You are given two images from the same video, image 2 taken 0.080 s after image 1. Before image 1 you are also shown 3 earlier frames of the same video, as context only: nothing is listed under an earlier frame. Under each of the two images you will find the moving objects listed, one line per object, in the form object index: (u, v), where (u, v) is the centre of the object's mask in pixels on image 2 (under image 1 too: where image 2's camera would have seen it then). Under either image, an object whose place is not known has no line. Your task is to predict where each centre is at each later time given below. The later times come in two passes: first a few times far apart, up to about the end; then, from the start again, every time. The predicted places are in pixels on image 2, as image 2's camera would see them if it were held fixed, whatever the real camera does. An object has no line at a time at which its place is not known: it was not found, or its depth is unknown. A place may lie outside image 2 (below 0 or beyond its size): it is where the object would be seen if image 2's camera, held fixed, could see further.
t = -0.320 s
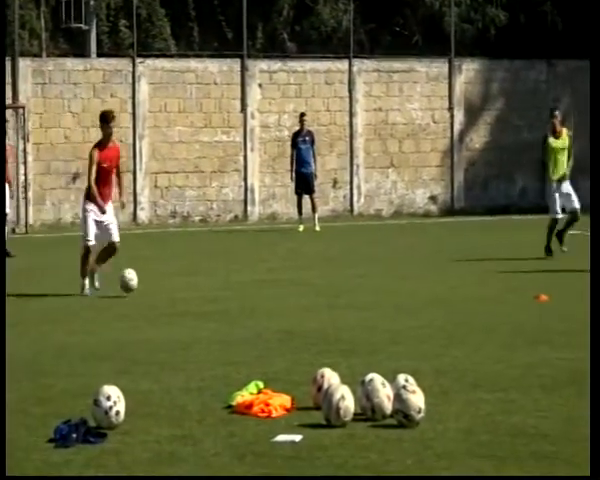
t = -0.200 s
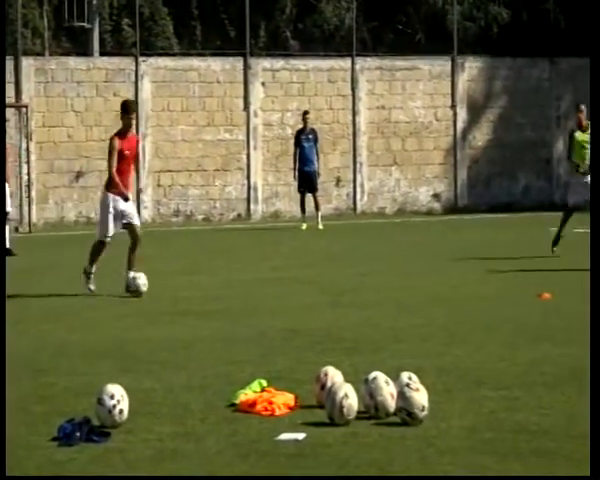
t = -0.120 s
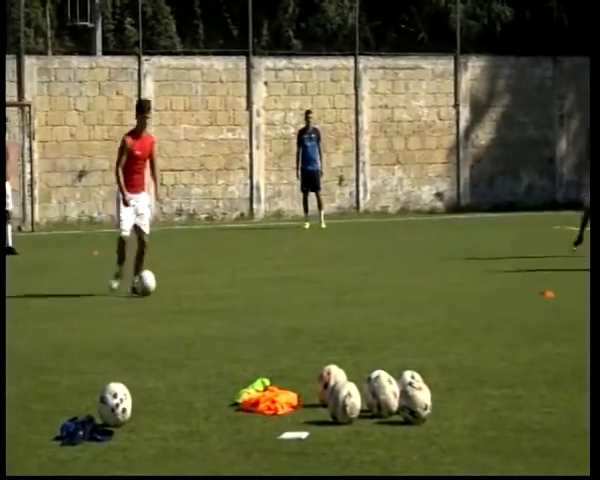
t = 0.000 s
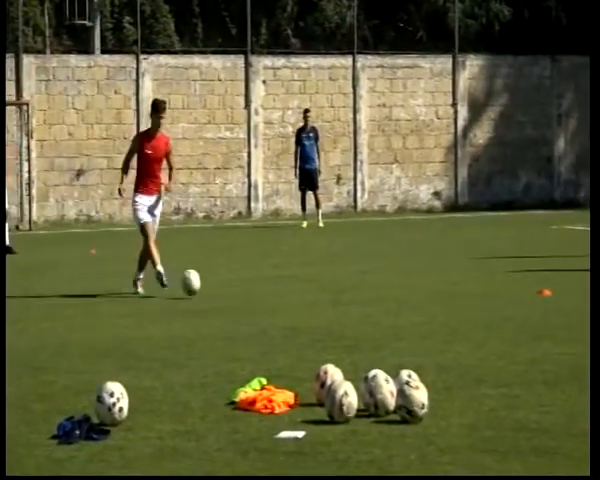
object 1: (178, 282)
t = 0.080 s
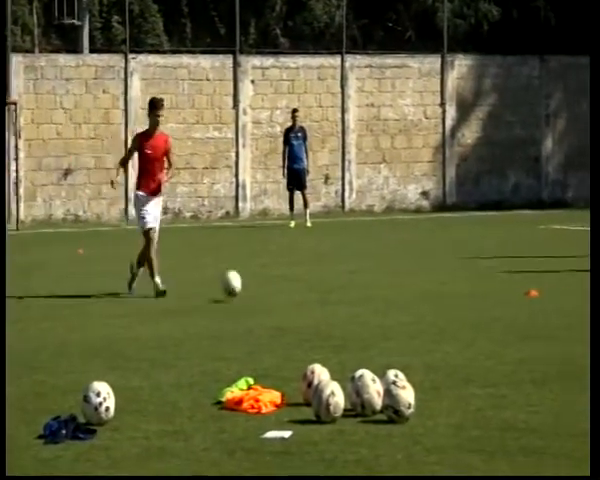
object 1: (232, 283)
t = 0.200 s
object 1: (313, 287)
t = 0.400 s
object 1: (454, 303)
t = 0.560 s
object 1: (564, 300)
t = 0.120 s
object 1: (259, 288)
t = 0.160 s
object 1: (287, 290)
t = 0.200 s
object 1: (313, 287)
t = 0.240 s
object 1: (340, 285)
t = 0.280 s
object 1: (367, 286)
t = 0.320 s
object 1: (395, 289)
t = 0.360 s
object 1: (424, 294)
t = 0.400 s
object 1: (454, 303)
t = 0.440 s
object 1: (481, 302)
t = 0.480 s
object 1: (508, 298)
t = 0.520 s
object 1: (536, 297)
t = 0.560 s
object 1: (564, 300)
